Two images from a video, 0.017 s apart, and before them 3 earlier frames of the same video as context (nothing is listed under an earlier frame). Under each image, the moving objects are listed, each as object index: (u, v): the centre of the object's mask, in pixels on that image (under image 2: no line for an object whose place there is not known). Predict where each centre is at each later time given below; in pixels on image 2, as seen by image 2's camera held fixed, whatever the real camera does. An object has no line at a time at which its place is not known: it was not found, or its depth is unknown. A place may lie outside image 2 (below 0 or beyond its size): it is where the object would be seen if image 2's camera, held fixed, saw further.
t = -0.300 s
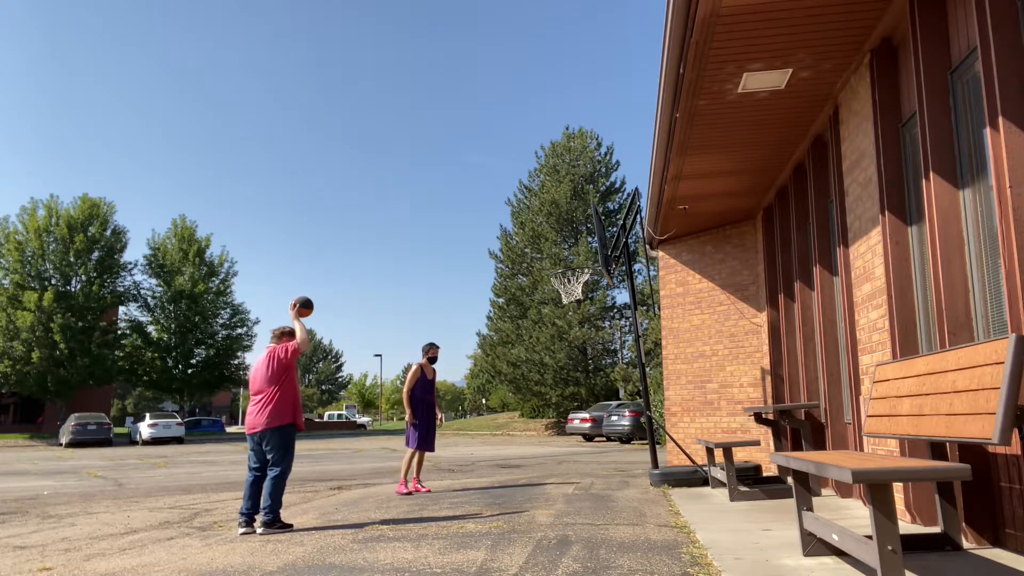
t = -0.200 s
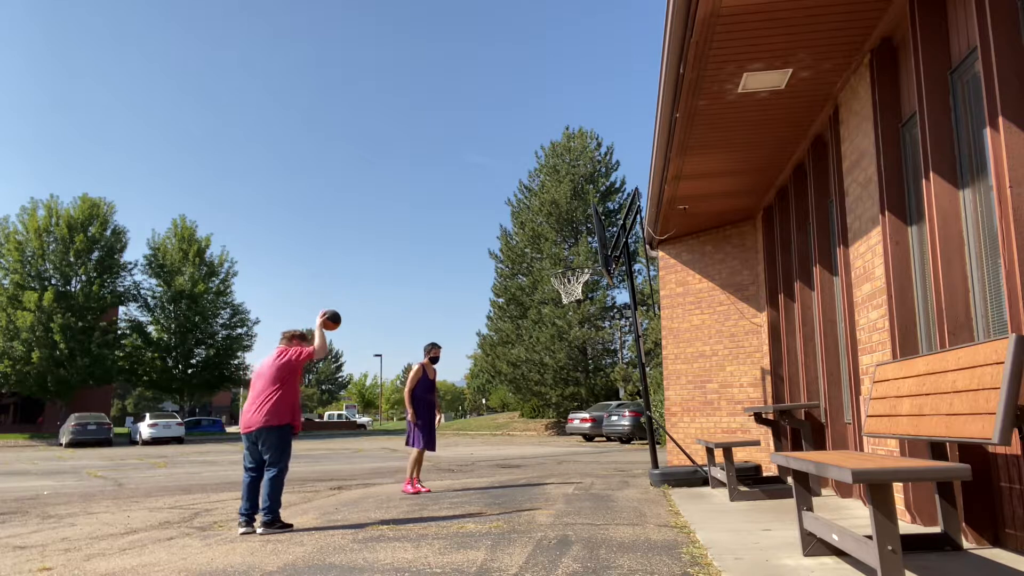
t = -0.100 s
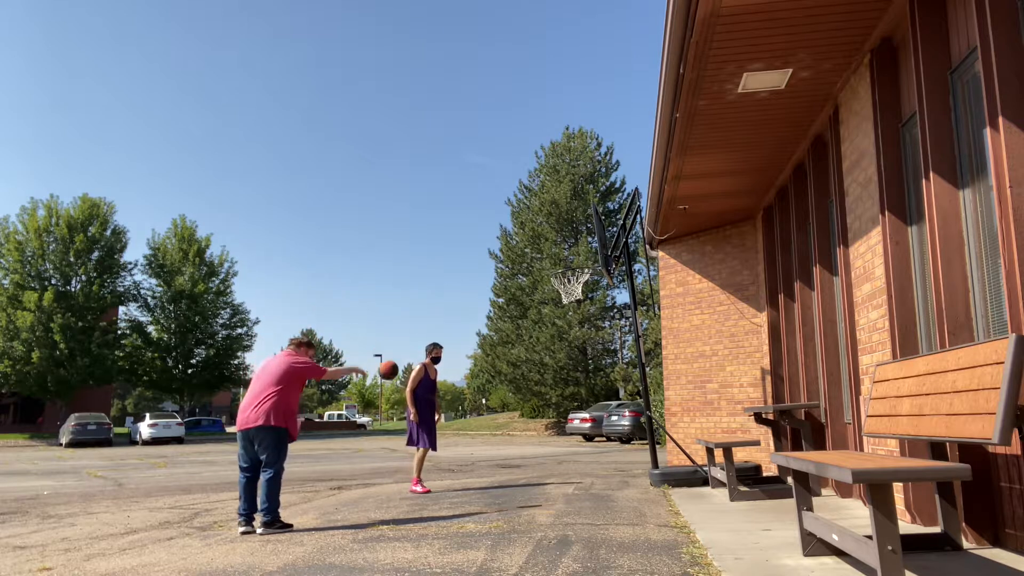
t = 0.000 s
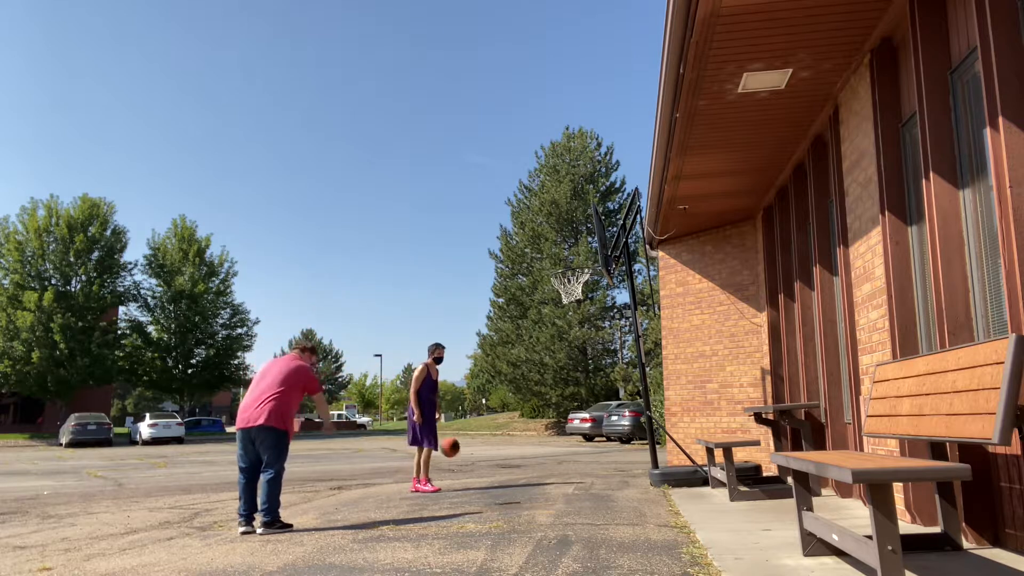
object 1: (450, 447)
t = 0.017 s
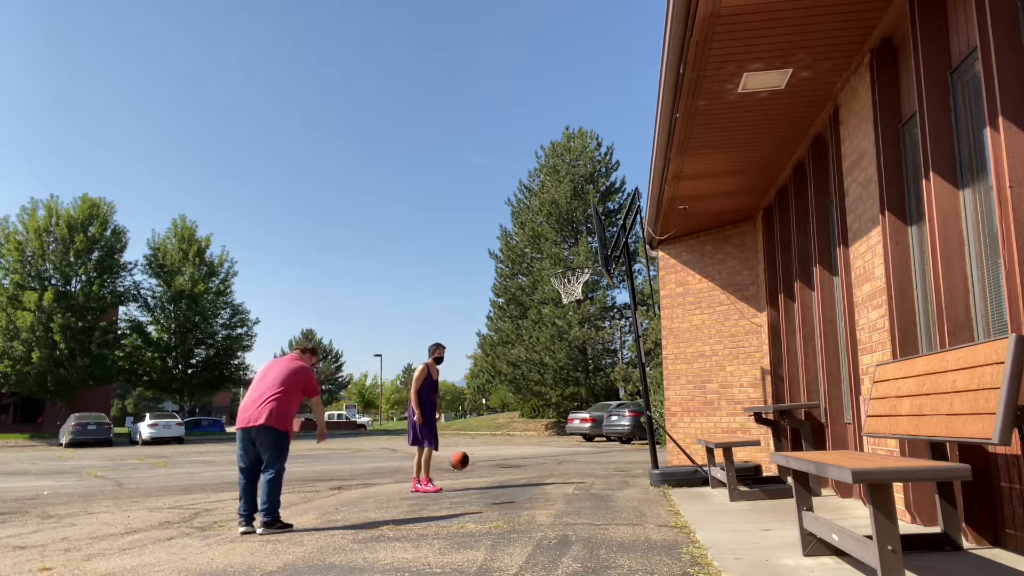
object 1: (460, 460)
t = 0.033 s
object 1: (466, 473)
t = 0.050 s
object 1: (475, 487)
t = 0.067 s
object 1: (481, 492)
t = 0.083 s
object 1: (486, 478)
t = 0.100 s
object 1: (490, 468)
